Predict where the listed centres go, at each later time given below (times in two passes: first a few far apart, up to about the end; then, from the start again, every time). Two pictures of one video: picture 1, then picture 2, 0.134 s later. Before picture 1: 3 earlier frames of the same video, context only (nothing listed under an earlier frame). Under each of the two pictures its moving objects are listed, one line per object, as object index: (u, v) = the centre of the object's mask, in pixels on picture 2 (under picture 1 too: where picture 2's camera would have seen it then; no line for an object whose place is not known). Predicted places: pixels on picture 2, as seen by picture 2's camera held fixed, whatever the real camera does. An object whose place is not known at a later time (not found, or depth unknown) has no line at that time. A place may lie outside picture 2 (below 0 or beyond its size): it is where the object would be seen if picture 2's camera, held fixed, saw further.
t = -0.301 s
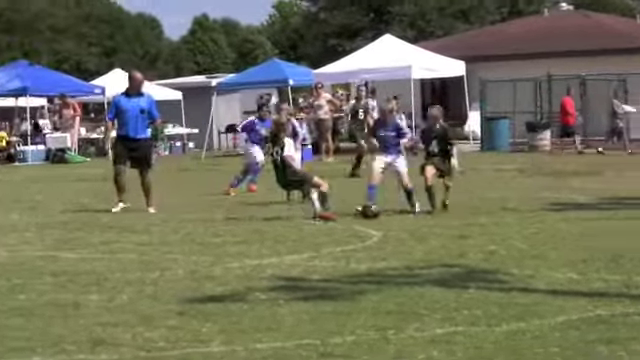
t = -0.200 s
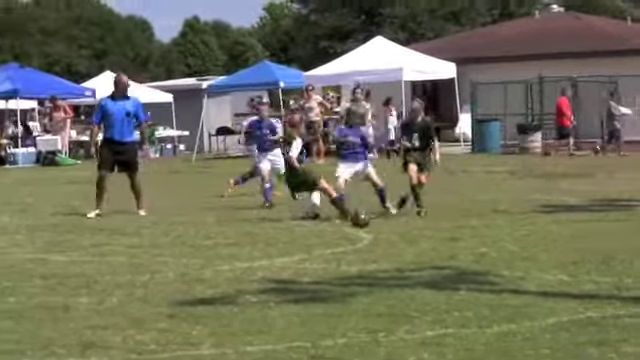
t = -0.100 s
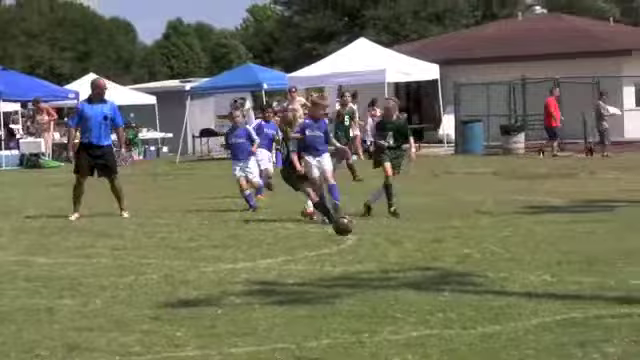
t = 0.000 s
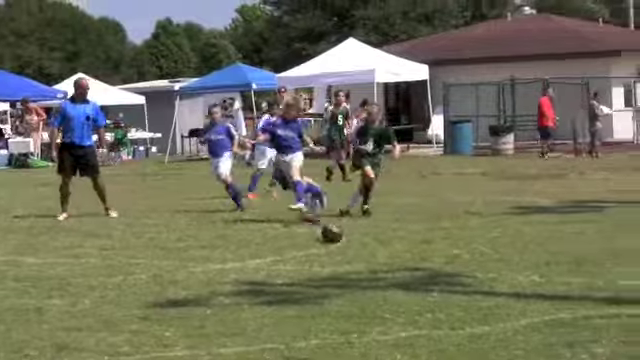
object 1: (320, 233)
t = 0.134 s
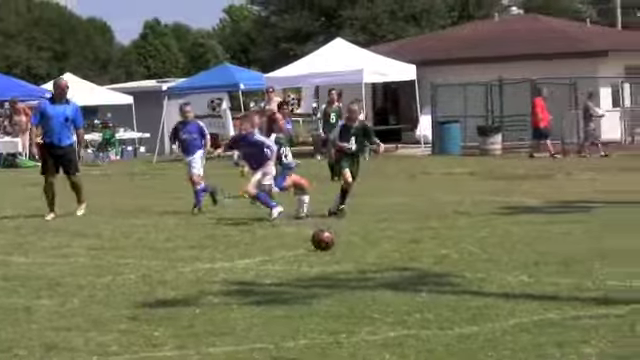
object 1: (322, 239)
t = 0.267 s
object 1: (325, 248)
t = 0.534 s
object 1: (337, 264)
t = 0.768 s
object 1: (351, 280)
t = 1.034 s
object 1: (375, 297)
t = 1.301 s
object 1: (402, 317)
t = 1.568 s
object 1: (427, 337)
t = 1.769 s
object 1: (453, 359)
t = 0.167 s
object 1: (323, 242)
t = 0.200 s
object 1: (324, 244)
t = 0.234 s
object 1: (325, 248)
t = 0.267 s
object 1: (325, 248)
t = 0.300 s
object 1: (326, 251)
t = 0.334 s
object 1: (328, 253)
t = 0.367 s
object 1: (329, 254)
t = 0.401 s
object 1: (330, 256)
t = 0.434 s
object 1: (332, 260)
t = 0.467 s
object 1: (334, 261)
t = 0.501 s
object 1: (335, 263)
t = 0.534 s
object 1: (337, 264)
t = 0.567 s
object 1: (339, 267)
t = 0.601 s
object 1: (341, 270)
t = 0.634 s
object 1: (342, 273)
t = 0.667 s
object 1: (345, 273)
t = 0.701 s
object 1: (347, 274)
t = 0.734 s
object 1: (349, 277)
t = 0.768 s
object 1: (351, 280)
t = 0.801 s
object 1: (355, 282)
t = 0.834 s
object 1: (357, 283)
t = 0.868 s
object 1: (359, 285)
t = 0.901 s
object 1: (362, 287)
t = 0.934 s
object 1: (365, 289)
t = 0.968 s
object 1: (368, 291)
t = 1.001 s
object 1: (371, 296)
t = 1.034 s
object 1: (375, 297)
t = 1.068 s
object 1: (377, 298)
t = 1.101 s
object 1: (381, 301)
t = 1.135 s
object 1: (384, 305)
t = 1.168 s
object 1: (387, 310)
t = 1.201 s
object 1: (392, 313)
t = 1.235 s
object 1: (395, 314)
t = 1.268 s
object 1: (398, 315)
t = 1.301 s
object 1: (402, 317)
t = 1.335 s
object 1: (405, 321)
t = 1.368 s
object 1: (408, 325)
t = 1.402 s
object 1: (410, 327)
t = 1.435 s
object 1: (415, 329)
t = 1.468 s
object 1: (418, 329)
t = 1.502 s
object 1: (421, 330)
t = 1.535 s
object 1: (423, 334)
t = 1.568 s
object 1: (427, 337)
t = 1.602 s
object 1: (432, 342)
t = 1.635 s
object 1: (435, 346)
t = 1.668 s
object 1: (440, 349)
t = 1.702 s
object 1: (444, 352)
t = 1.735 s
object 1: (448, 356)
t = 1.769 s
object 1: (453, 359)
